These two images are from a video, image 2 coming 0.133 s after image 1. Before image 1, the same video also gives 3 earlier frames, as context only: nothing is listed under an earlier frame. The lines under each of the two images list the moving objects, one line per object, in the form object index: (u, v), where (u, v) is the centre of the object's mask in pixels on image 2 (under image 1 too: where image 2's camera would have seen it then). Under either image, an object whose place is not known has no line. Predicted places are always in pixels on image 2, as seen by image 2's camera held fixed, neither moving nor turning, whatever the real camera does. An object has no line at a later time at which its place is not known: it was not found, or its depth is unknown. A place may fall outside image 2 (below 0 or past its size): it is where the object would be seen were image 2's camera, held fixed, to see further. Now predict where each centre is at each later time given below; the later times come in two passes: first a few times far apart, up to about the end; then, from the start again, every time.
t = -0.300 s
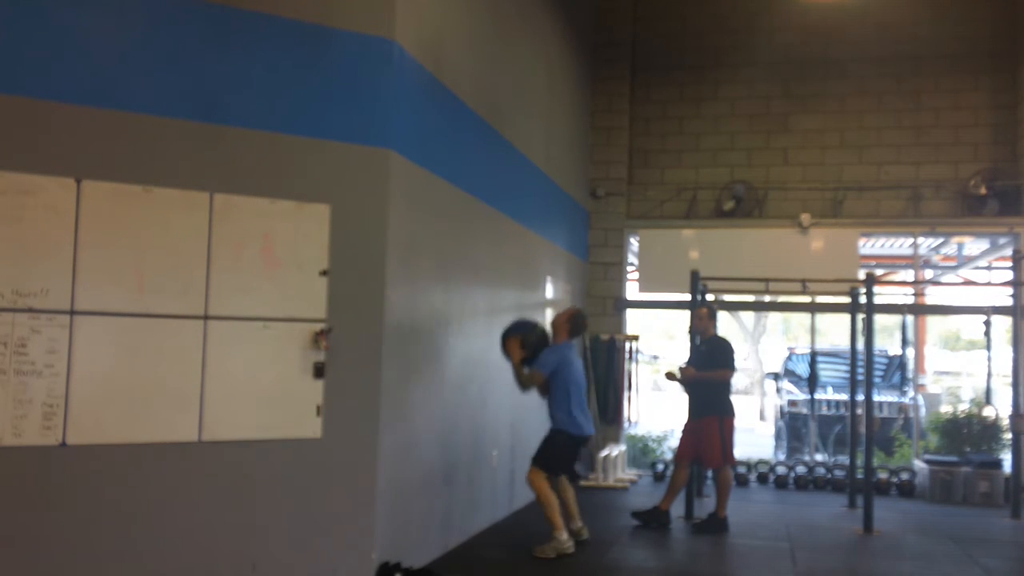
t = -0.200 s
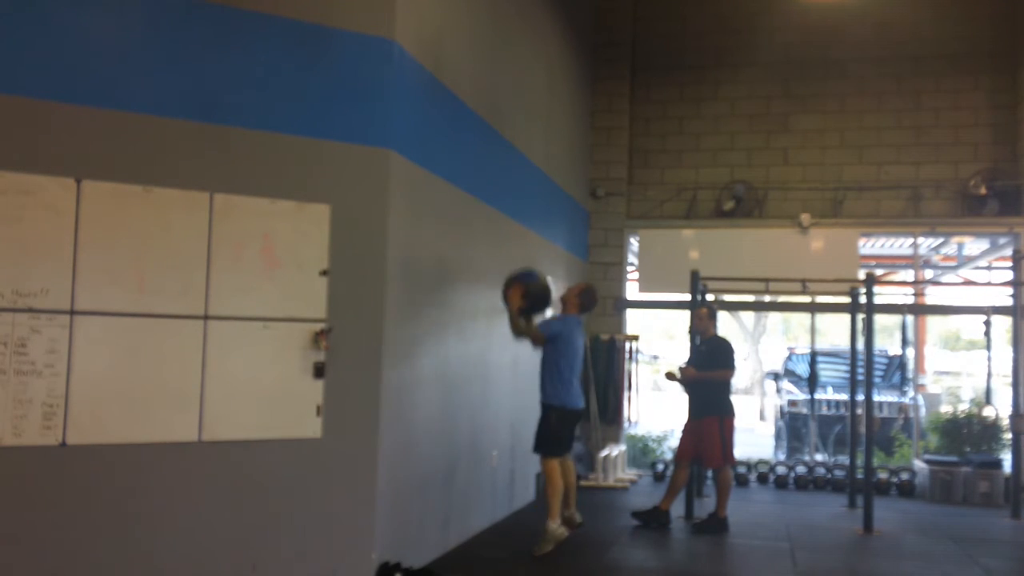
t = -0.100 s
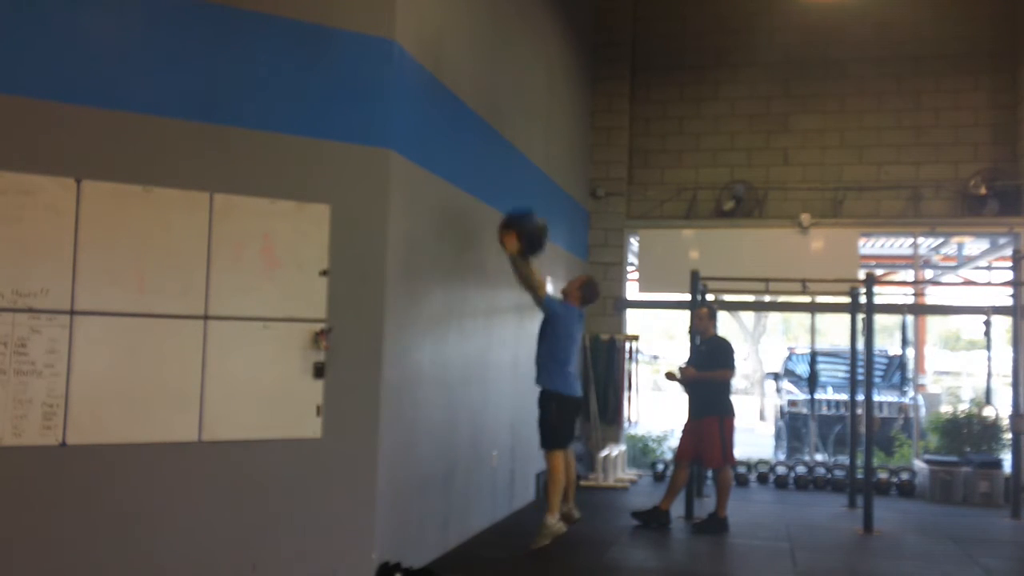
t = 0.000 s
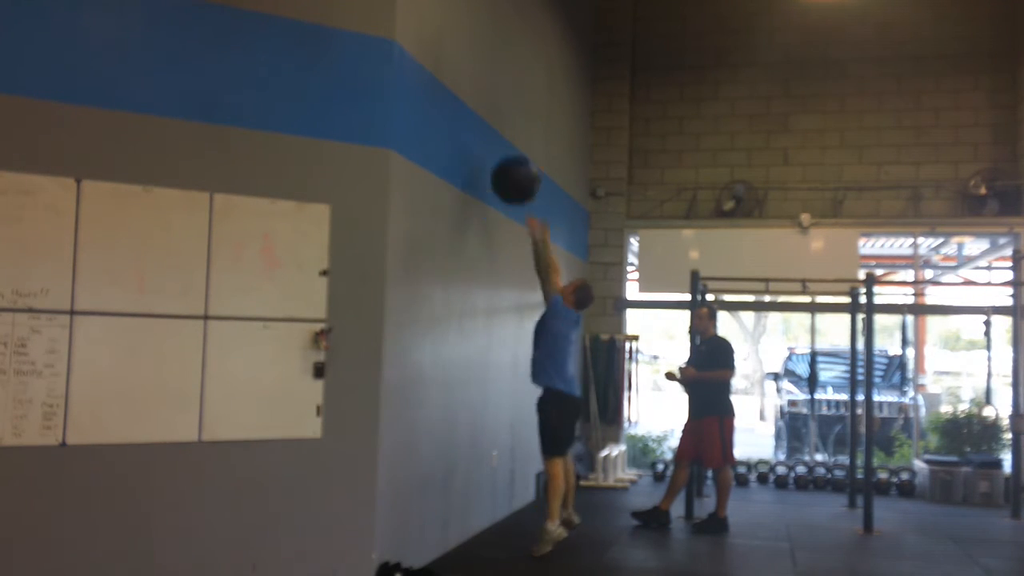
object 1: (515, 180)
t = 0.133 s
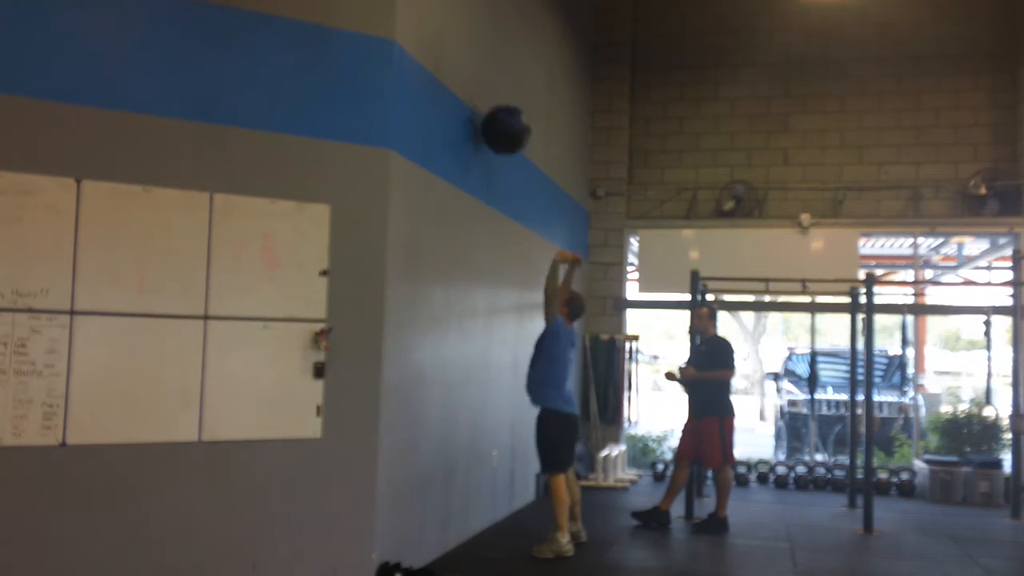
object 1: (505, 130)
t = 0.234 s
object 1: (498, 108)
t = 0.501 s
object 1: (511, 126)
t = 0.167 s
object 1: (501, 121)
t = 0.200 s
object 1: (499, 113)
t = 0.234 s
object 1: (498, 108)
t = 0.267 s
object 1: (499, 105)
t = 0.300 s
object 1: (501, 103)
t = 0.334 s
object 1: (503, 103)
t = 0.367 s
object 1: (505, 105)
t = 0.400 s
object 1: (507, 108)
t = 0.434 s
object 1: (508, 112)
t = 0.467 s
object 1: (510, 118)
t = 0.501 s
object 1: (511, 126)
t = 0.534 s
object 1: (513, 136)
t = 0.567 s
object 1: (514, 146)
